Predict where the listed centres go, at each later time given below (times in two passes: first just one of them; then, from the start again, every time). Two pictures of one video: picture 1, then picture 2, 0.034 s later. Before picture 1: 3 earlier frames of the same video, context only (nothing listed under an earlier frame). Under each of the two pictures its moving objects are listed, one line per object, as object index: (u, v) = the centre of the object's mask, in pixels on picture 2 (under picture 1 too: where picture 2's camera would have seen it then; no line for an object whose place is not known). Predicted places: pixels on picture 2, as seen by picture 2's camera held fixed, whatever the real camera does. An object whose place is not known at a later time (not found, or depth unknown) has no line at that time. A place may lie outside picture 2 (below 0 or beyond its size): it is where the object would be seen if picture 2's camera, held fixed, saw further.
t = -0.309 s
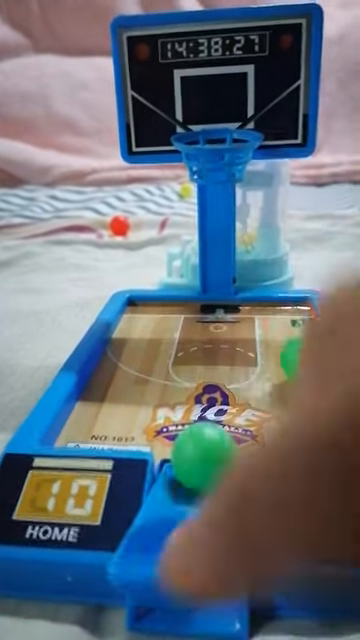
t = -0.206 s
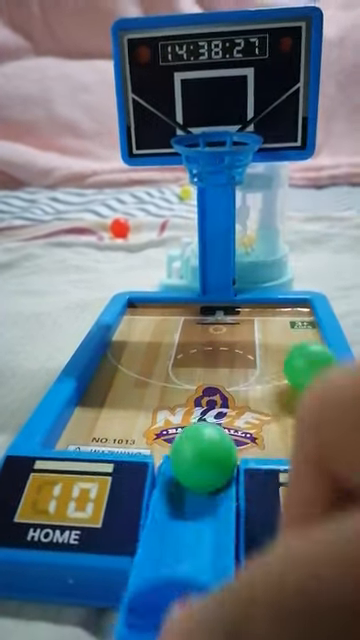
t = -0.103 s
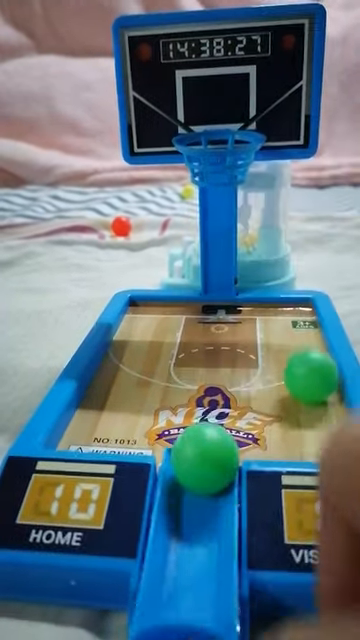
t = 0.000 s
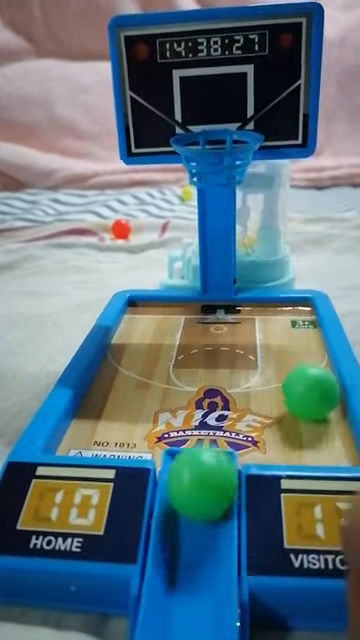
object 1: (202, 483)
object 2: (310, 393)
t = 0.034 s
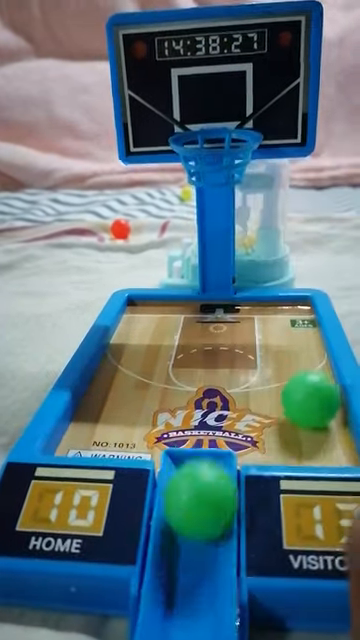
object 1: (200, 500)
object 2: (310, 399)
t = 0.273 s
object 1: (192, 601)
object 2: (308, 425)
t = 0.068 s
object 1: (197, 523)
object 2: (310, 410)
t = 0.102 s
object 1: (194, 553)
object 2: (311, 420)
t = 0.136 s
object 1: (191, 593)
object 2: (312, 433)
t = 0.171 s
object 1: (190, 589)
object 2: (312, 436)
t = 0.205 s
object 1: (191, 585)
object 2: (309, 432)
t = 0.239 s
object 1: (192, 594)
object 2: (309, 429)
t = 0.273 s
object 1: (192, 601)
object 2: (308, 425)
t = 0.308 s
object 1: (191, 601)
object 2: (309, 422)
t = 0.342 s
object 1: (191, 603)
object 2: (309, 420)
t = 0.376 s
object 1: (191, 603)
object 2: (311, 419)
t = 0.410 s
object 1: (187, 600)
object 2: (313, 419)
